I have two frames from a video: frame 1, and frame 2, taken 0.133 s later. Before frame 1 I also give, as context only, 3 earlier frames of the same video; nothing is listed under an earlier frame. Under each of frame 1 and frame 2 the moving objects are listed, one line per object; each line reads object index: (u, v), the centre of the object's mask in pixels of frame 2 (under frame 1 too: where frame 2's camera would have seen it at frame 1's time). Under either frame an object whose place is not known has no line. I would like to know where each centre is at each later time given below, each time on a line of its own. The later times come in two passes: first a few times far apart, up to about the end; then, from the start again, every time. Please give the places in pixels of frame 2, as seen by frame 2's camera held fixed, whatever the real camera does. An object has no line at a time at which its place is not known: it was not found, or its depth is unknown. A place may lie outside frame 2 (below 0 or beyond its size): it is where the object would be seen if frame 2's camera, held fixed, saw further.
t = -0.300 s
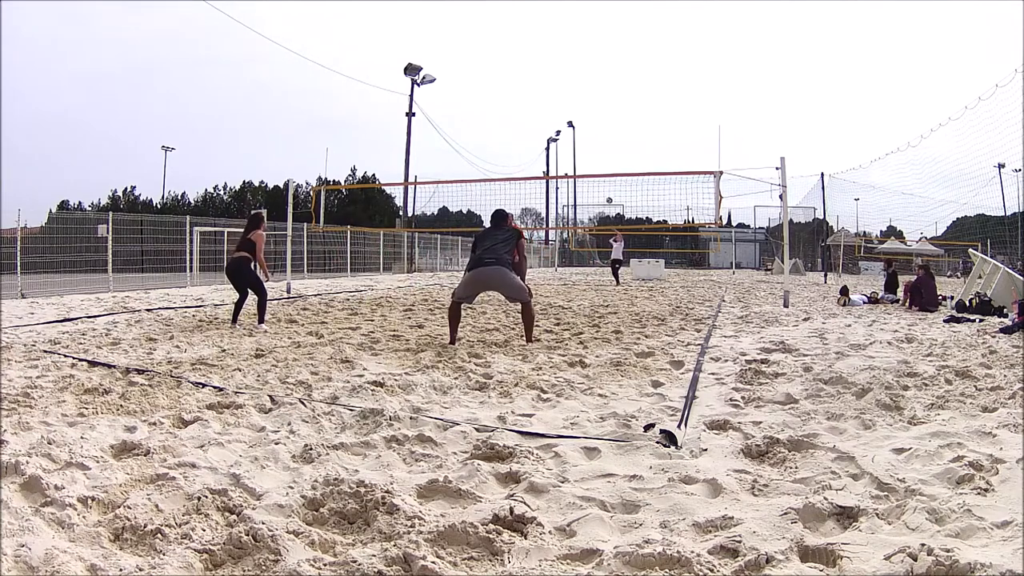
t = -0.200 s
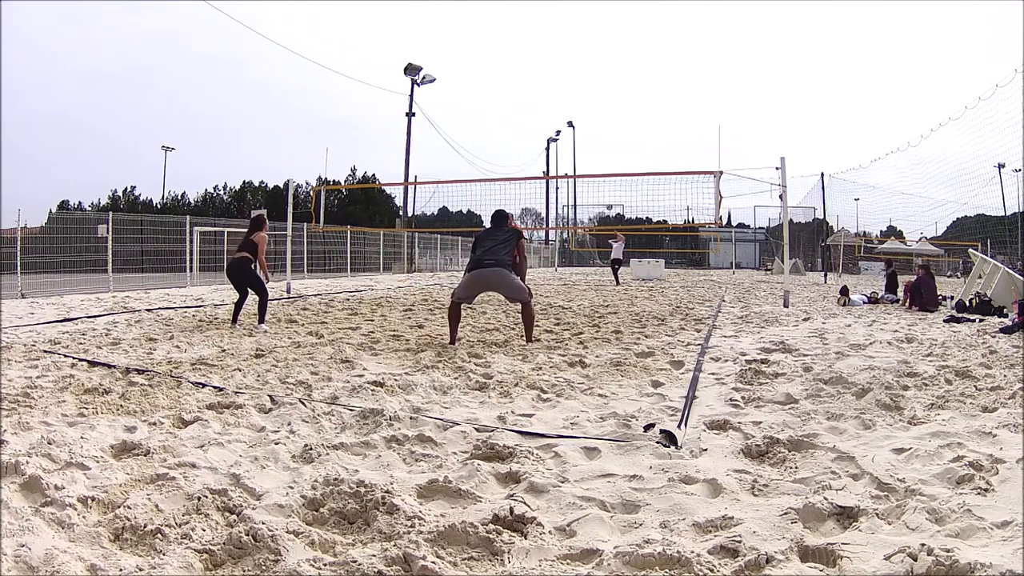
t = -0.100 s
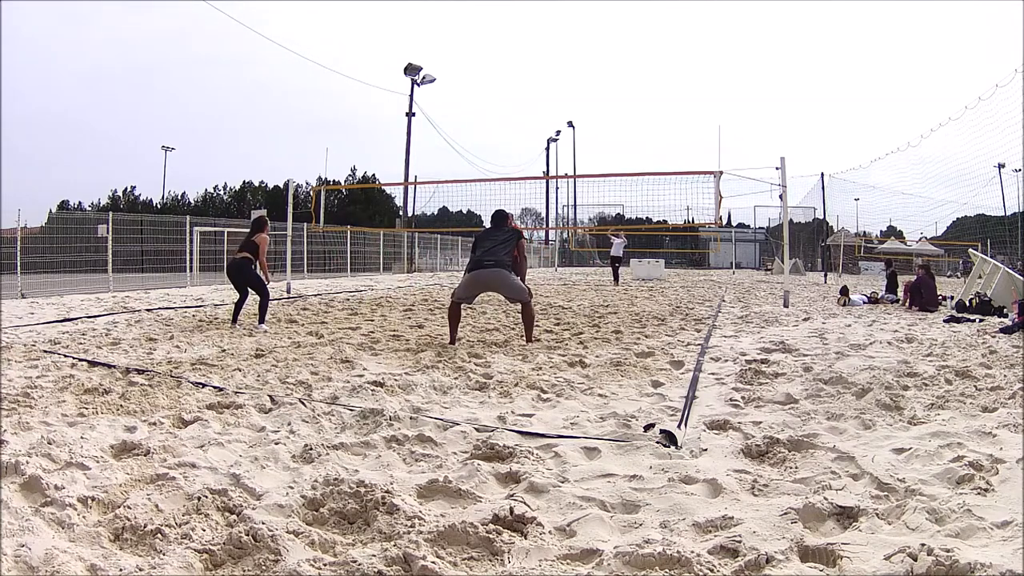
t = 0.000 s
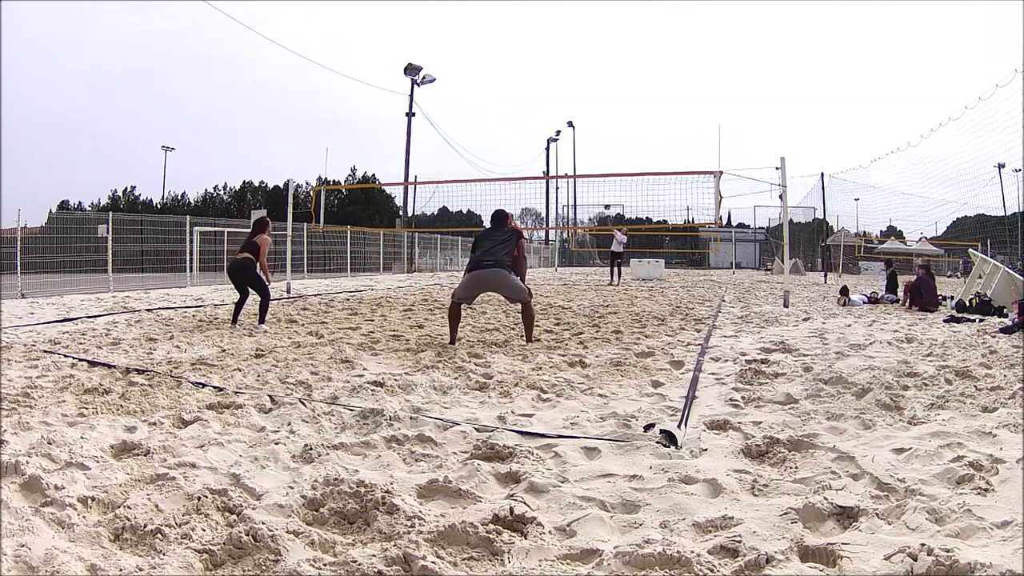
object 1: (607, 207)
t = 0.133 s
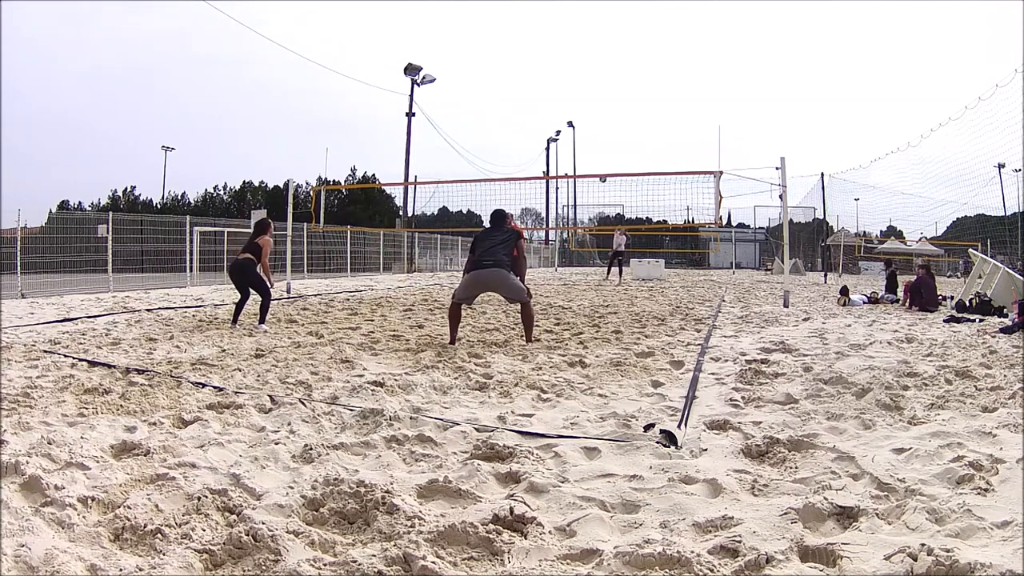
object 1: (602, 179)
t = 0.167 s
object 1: (602, 172)
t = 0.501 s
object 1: (591, 119)
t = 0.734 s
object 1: (583, 99)
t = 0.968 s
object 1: (574, 106)
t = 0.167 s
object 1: (602, 172)
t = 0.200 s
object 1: (600, 166)
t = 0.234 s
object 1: (599, 160)
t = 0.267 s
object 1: (599, 154)
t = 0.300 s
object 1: (598, 148)
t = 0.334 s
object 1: (597, 143)
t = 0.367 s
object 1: (596, 137)
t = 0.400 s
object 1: (595, 132)
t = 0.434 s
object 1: (594, 127)
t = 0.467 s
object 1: (592, 123)
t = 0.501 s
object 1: (591, 119)
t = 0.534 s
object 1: (590, 115)
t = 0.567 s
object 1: (589, 111)
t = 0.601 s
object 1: (588, 108)
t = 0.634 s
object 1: (586, 105)
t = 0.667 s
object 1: (585, 103)
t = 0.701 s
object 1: (584, 100)
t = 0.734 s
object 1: (583, 99)
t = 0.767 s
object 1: (581, 98)
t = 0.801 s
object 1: (580, 97)
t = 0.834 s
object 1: (579, 97)
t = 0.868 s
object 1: (577, 99)
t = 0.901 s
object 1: (576, 101)
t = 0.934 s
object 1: (575, 103)
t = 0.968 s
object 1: (574, 106)
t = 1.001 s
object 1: (572, 111)
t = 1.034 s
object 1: (570, 117)
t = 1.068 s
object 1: (568, 123)
